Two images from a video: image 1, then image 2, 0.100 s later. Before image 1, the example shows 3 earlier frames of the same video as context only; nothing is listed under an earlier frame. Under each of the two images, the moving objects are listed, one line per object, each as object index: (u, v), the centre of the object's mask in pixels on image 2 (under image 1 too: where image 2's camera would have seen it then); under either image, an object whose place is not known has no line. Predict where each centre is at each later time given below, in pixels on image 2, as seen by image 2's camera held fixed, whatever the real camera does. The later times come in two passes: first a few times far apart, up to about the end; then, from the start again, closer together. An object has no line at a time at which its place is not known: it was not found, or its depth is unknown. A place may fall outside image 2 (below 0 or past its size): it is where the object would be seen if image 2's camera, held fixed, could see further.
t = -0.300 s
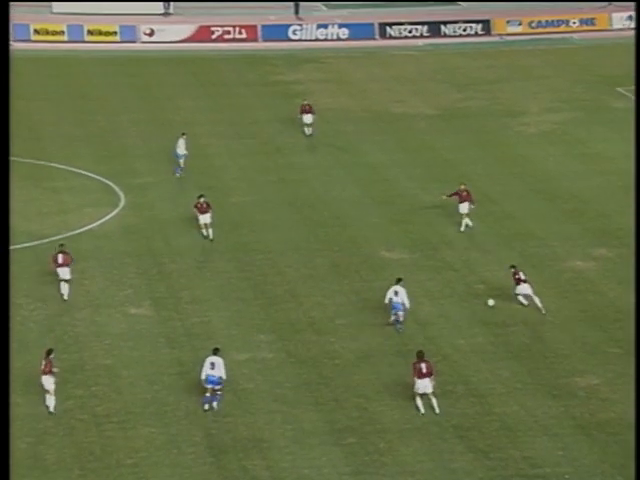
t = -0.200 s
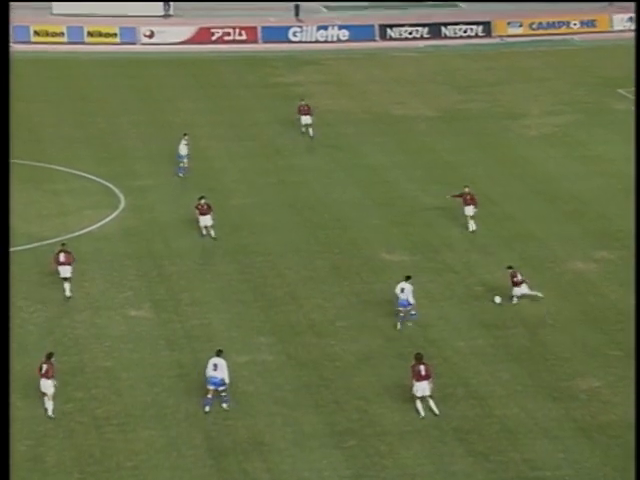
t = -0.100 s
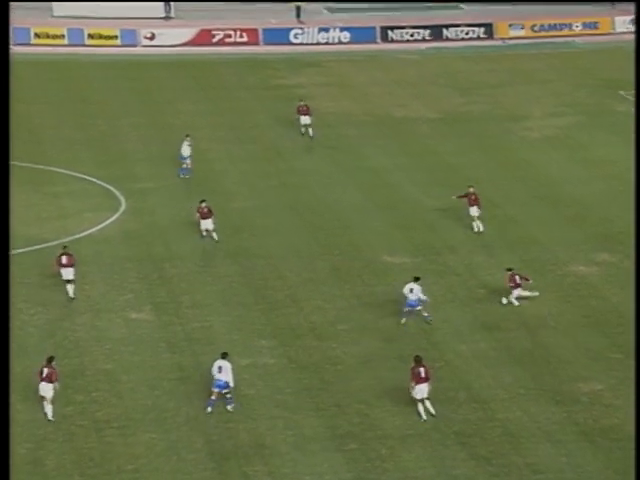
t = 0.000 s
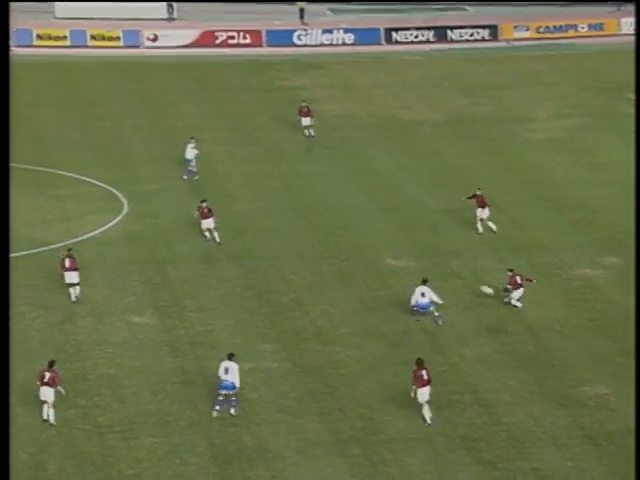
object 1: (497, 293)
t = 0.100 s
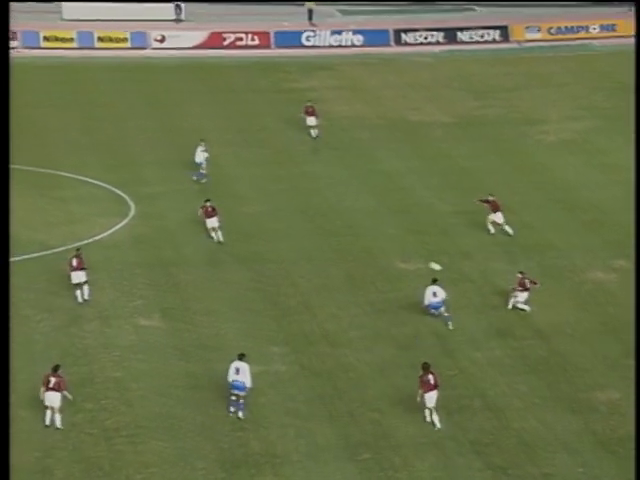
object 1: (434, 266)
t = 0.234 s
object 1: (357, 233)
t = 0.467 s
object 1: (228, 181)
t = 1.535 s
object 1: (-311, 82)
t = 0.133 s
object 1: (414, 257)
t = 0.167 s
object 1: (395, 249)
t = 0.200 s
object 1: (376, 241)
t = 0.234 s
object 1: (357, 233)
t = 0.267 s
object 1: (338, 225)
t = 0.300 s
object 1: (319, 217)
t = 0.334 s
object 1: (301, 210)
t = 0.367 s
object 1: (282, 202)
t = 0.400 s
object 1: (264, 195)
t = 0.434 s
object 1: (246, 189)
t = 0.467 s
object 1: (228, 181)
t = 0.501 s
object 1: (211, 174)
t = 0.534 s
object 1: (192, 169)
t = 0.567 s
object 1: (175, 162)
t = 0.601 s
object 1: (157, 156)
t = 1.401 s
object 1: (-245, 81)
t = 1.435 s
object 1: (-261, 81)
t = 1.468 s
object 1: (-276, 81)
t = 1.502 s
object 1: (-294, 81)
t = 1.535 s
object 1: (-311, 82)
